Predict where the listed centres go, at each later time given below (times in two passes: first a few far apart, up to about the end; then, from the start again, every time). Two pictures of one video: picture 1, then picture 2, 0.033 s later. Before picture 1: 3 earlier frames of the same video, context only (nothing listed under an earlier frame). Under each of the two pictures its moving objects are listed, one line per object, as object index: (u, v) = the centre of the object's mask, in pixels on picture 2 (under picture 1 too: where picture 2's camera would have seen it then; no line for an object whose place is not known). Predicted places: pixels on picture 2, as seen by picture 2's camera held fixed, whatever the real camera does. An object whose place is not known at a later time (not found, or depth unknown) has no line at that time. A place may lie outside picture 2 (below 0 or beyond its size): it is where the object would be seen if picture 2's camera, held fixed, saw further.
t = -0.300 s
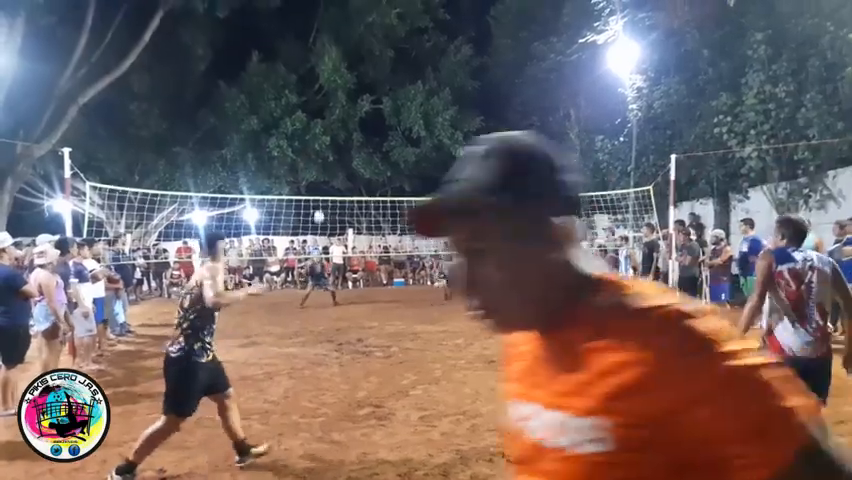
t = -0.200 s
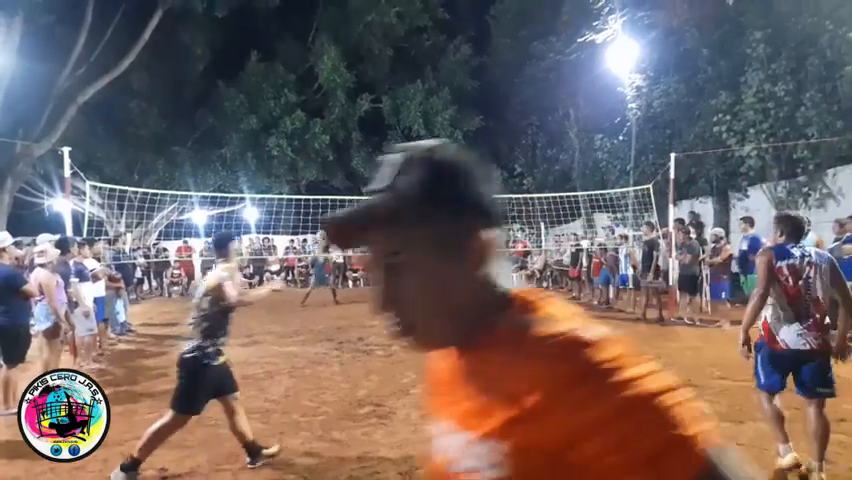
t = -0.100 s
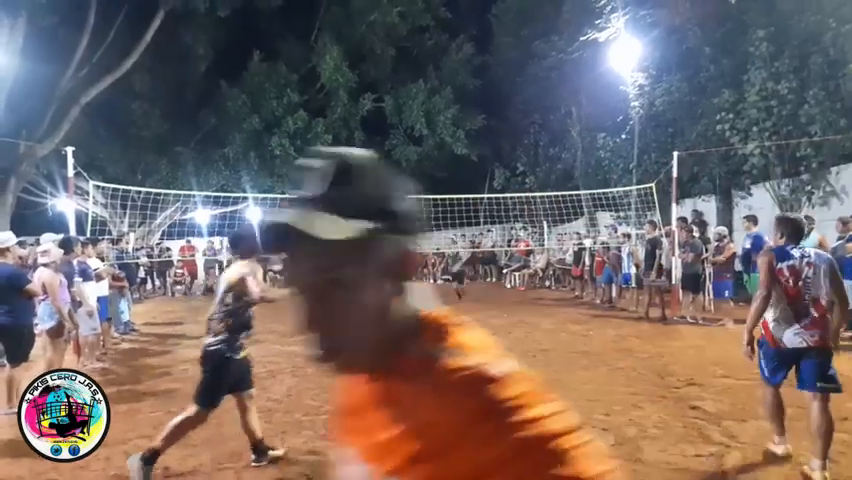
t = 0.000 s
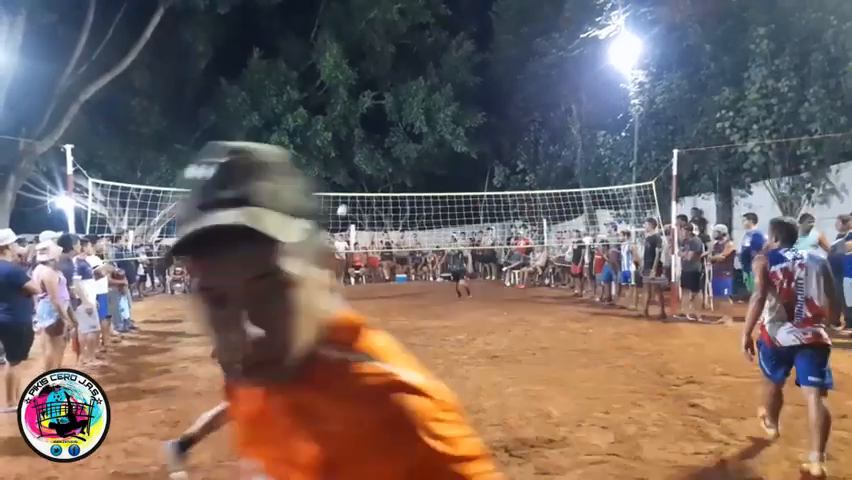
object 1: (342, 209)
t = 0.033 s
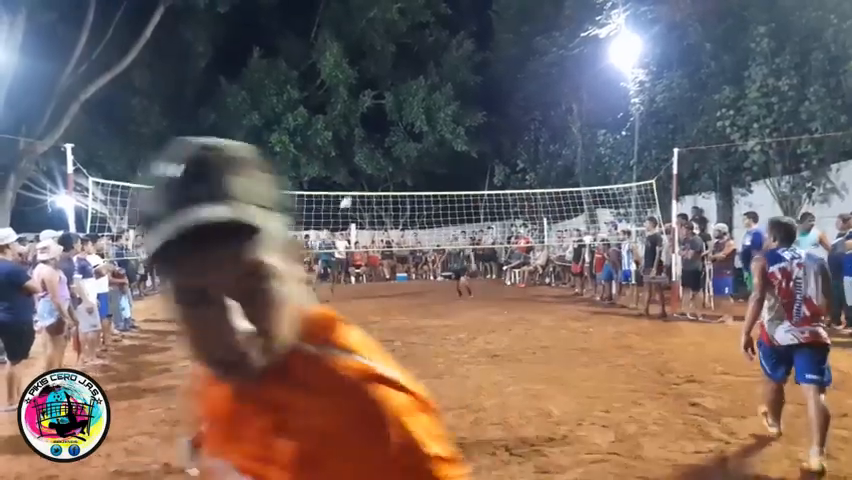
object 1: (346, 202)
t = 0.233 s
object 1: (370, 170)
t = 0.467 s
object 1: (401, 150)
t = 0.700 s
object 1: (435, 154)
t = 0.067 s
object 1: (350, 196)
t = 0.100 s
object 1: (354, 189)
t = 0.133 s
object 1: (357, 184)
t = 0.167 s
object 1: (362, 179)
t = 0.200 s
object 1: (365, 174)
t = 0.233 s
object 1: (370, 170)
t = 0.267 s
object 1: (374, 166)
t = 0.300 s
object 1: (378, 162)
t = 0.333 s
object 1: (383, 158)
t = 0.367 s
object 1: (387, 155)
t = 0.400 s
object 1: (392, 153)
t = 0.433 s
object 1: (396, 152)
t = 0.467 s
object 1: (401, 150)
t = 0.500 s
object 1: (405, 149)
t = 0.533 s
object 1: (410, 149)
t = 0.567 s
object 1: (415, 149)
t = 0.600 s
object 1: (420, 150)
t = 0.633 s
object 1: (424, 150)
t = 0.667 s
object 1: (429, 152)
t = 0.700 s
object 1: (435, 154)
